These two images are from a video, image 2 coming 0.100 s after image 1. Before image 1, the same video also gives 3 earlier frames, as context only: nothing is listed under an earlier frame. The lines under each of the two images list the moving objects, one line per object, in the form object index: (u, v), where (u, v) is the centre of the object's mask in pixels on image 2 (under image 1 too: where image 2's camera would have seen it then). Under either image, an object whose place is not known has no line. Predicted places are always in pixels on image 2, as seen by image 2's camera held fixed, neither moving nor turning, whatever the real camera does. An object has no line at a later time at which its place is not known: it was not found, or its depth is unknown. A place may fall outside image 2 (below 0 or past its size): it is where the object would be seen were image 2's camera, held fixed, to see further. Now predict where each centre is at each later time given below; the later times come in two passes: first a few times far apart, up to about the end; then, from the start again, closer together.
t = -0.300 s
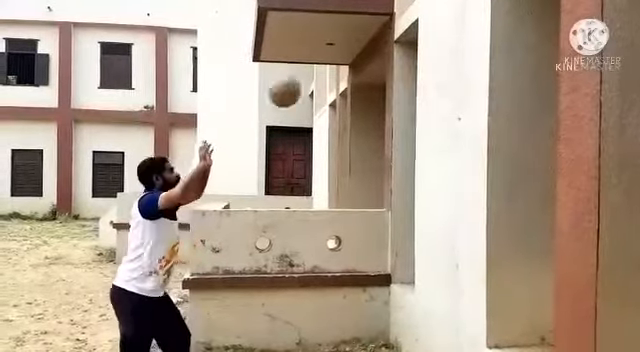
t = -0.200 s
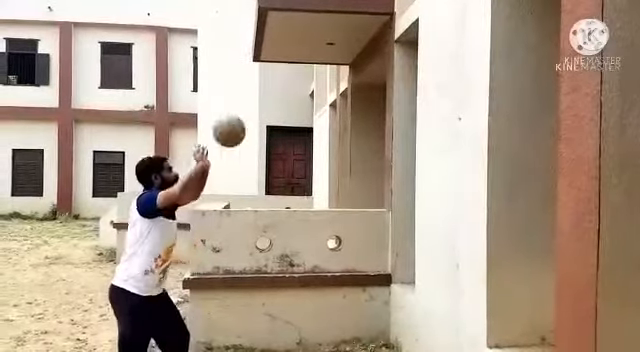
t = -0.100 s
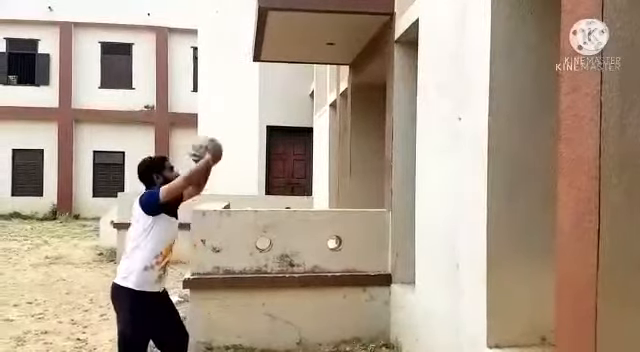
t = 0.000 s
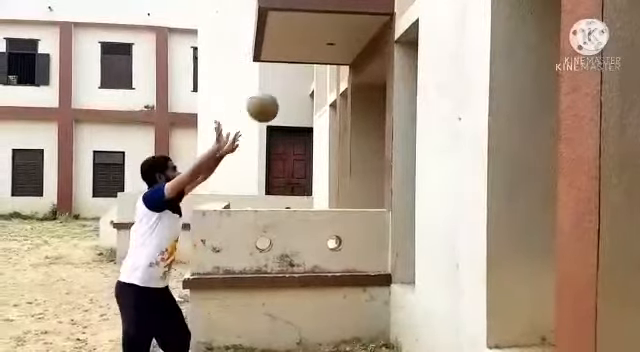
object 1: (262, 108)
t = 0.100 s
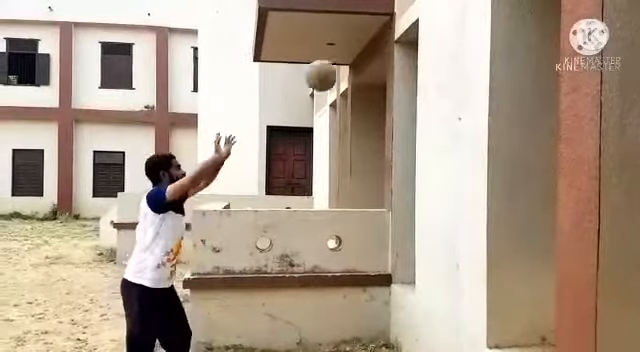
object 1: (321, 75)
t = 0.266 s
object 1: (413, 57)
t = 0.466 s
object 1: (339, 90)
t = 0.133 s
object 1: (339, 68)
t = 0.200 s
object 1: (375, 57)
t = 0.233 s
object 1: (395, 58)
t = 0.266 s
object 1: (413, 57)
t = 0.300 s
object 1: (422, 59)
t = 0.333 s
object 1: (404, 61)
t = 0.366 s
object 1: (388, 65)
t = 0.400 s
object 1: (370, 73)
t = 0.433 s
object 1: (356, 80)
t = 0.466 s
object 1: (339, 90)
